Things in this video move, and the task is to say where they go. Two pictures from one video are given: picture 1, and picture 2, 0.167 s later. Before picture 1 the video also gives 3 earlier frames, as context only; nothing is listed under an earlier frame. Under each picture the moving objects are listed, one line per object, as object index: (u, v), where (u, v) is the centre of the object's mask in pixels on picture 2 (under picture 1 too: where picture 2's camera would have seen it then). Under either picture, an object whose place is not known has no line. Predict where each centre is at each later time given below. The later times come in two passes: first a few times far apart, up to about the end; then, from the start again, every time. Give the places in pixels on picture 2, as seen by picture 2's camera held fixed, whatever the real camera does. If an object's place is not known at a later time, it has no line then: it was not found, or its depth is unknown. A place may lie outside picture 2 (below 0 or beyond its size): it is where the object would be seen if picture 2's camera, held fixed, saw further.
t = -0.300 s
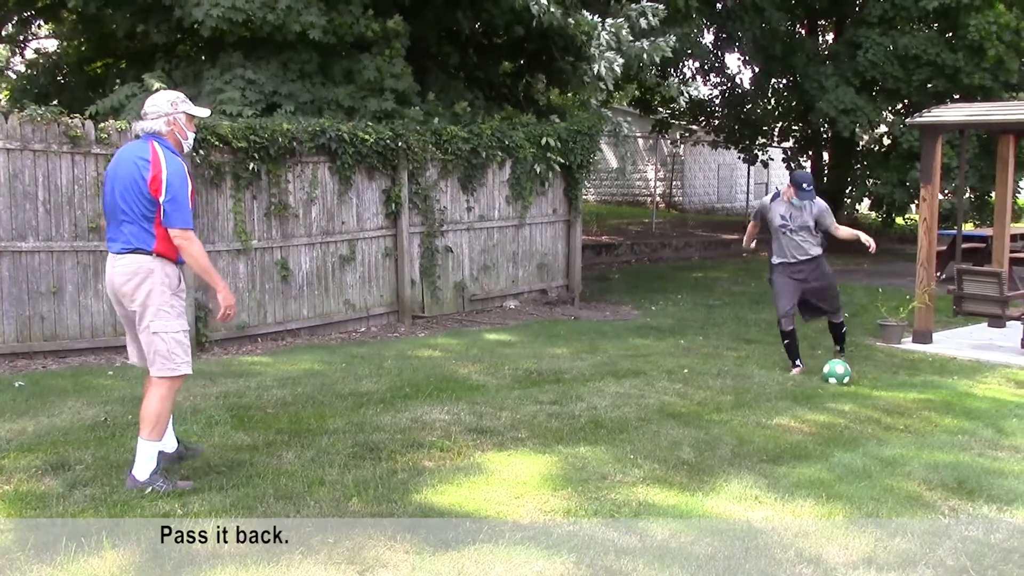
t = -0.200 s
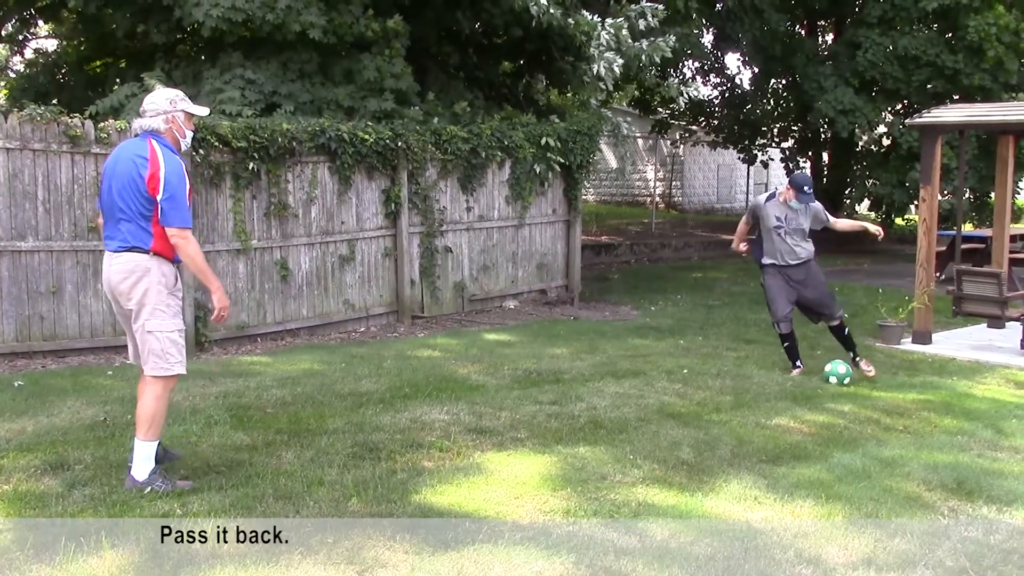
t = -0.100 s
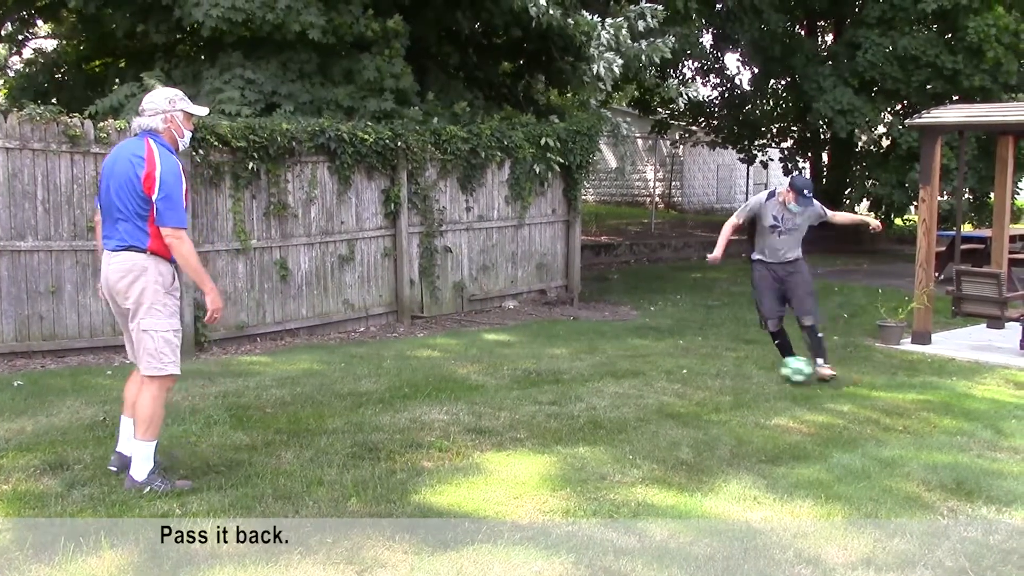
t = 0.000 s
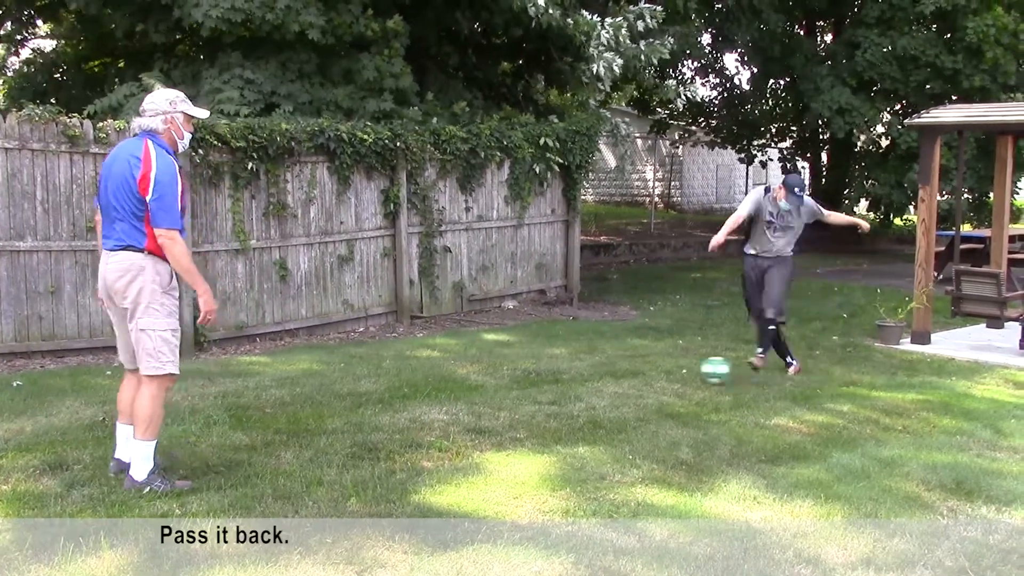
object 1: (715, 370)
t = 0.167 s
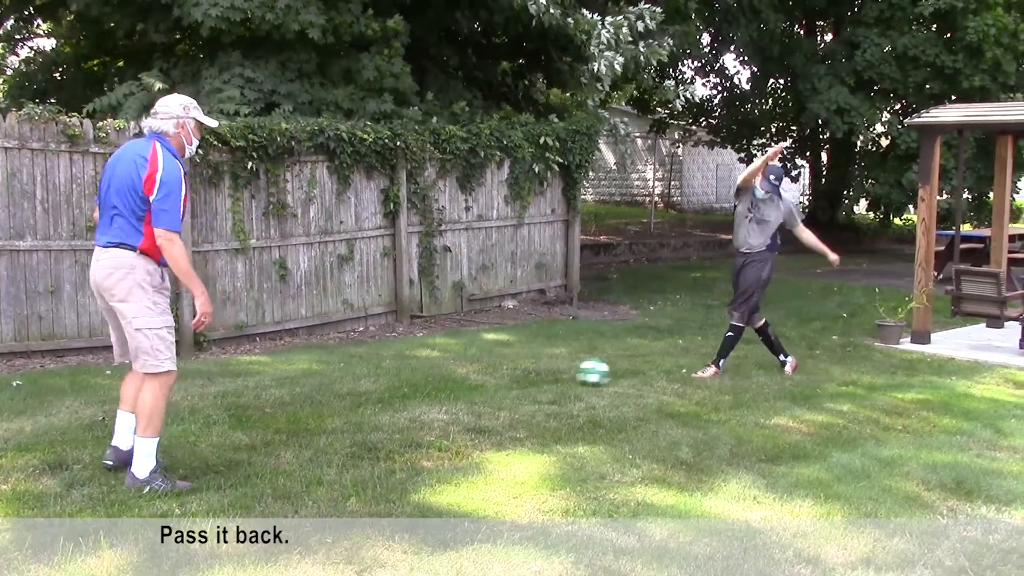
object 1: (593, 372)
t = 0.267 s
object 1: (529, 373)
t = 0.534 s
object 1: (394, 378)
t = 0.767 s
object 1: (302, 378)
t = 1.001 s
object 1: (217, 380)
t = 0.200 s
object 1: (571, 373)
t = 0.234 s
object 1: (550, 373)
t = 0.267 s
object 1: (529, 373)
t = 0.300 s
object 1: (509, 373)
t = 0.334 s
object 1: (490, 374)
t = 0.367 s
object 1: (473, 373)
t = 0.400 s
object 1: (458, 374)
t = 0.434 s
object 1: (442, 374)
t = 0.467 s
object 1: (425, 376)
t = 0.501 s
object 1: (409, 378)
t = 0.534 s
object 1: (394, 378)
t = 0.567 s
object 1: (381, 378)
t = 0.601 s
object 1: (369, 378)
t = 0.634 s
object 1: (353, 377)
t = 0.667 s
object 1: (340, 379)
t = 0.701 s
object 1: (327, 379)
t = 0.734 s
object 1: (315, 378)
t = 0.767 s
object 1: (302, 378)
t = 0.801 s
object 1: (290, 378)
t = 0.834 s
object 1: (277, 378)
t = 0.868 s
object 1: (264, 379)
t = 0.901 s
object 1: (252, 379)
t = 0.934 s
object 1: (240, 380)
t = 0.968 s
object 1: (228, 380)
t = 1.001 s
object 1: (217, 380)
